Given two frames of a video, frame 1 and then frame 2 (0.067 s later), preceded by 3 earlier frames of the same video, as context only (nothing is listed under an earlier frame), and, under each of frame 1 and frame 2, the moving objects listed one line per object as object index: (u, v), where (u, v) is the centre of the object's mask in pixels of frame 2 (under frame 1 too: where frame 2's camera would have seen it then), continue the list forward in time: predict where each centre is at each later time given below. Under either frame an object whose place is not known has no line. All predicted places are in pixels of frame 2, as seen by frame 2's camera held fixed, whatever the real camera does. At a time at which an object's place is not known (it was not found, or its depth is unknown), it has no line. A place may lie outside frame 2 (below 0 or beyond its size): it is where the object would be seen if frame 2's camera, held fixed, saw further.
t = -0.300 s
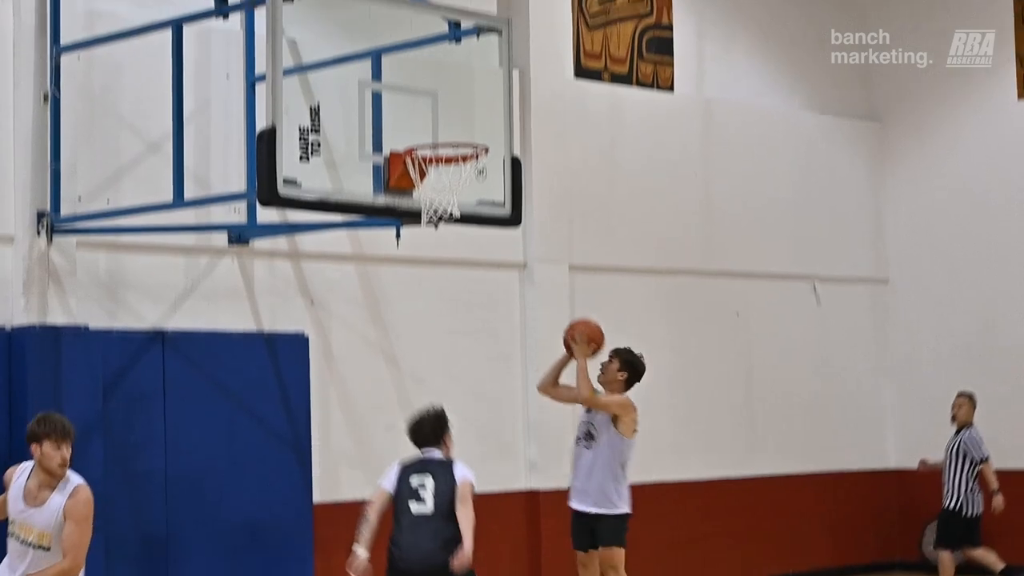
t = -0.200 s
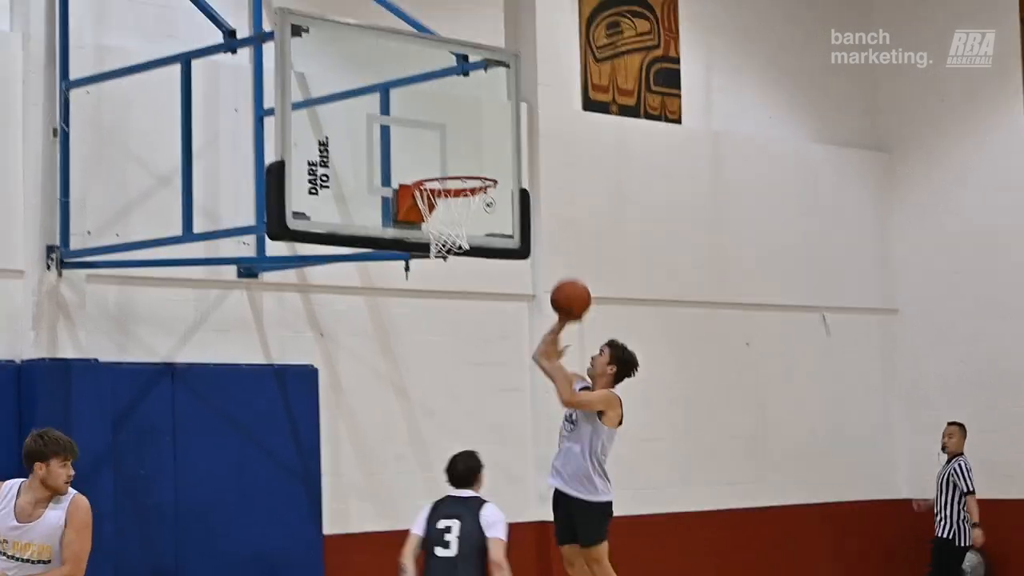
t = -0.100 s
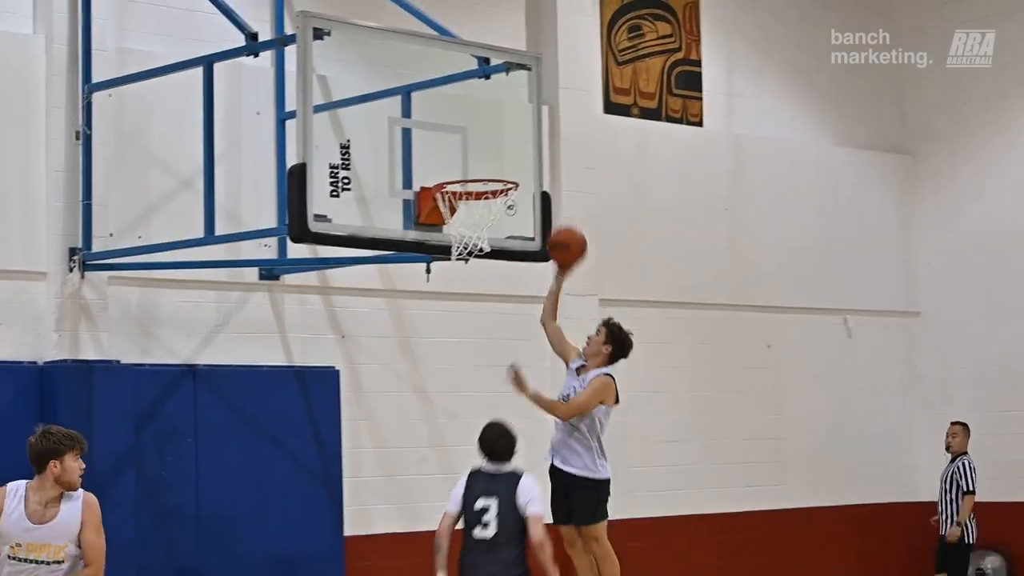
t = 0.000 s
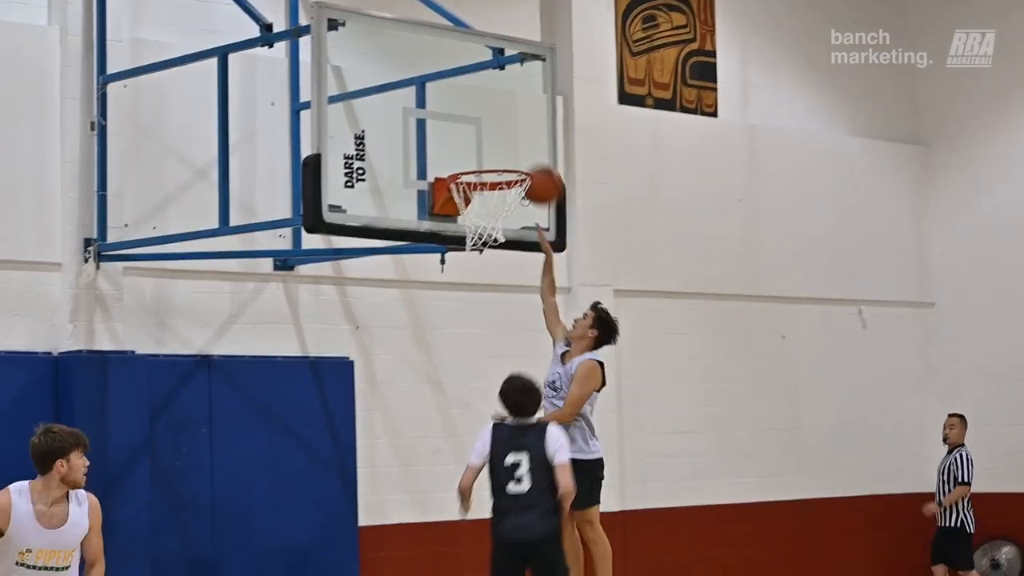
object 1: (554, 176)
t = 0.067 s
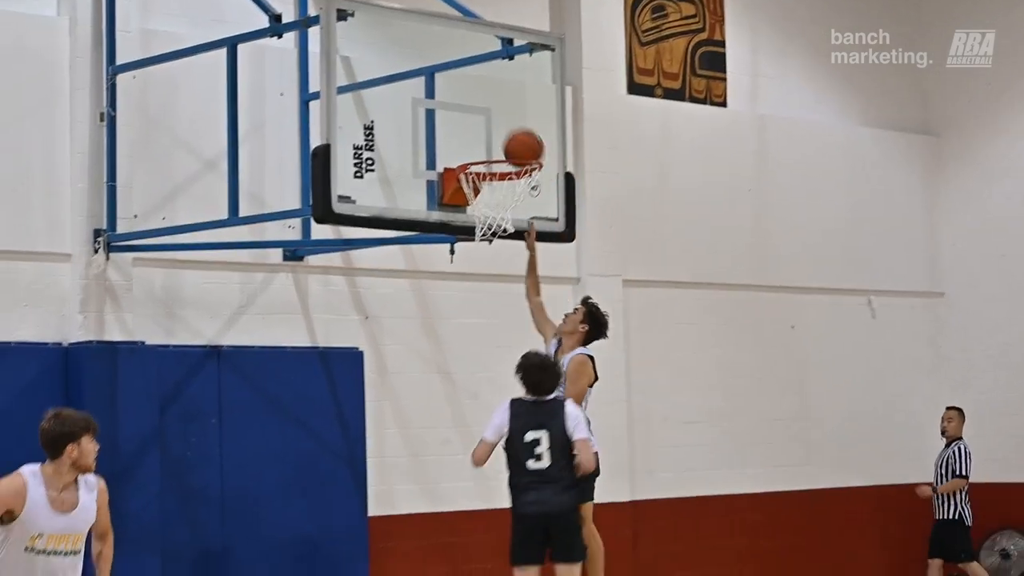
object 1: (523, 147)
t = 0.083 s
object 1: (516, 143)
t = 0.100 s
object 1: (509, 138)
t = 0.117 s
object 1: (507, 135)
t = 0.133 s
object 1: (506, 132)
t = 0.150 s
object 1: (506, 130)
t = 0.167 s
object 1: (505, 128)
